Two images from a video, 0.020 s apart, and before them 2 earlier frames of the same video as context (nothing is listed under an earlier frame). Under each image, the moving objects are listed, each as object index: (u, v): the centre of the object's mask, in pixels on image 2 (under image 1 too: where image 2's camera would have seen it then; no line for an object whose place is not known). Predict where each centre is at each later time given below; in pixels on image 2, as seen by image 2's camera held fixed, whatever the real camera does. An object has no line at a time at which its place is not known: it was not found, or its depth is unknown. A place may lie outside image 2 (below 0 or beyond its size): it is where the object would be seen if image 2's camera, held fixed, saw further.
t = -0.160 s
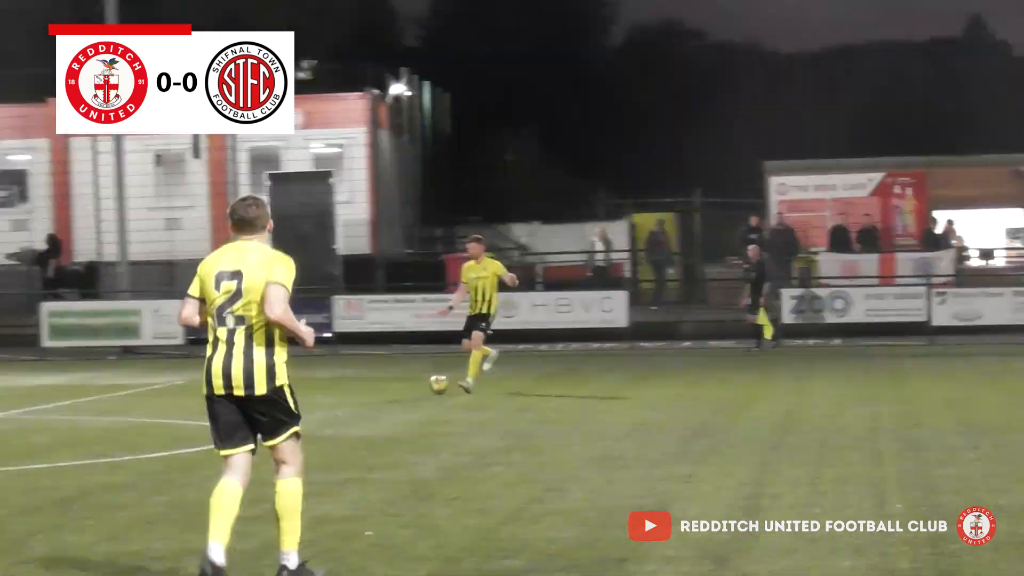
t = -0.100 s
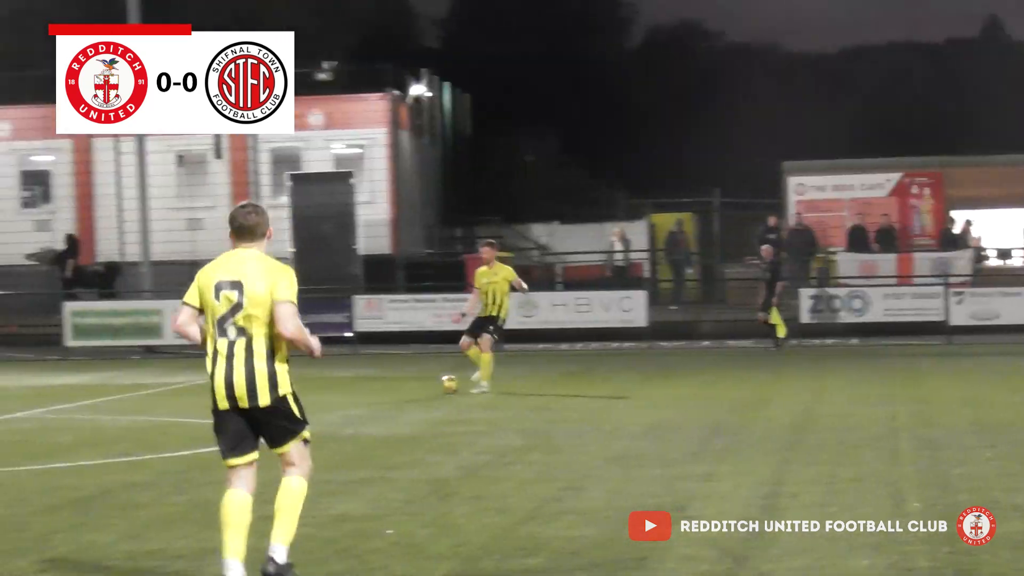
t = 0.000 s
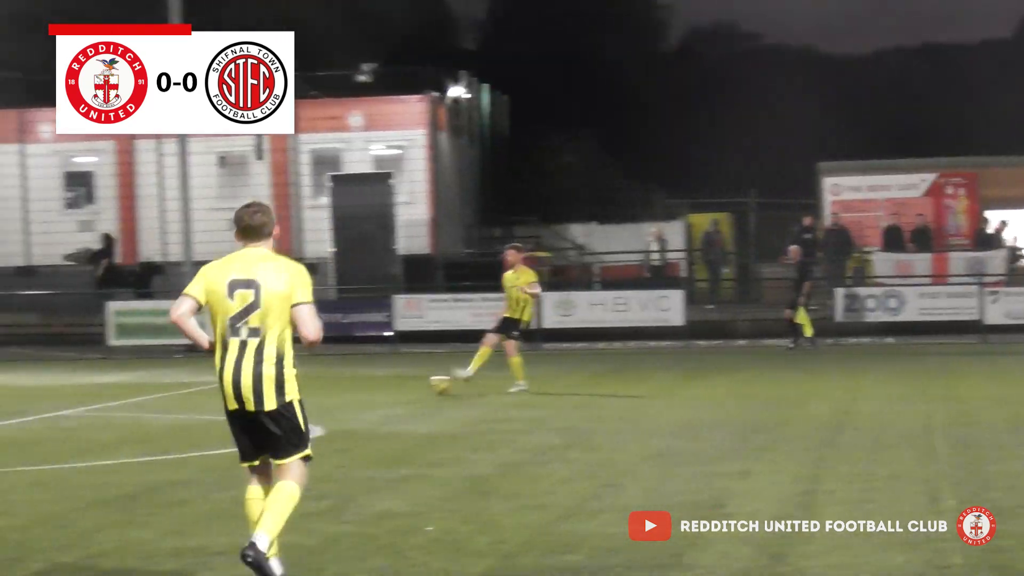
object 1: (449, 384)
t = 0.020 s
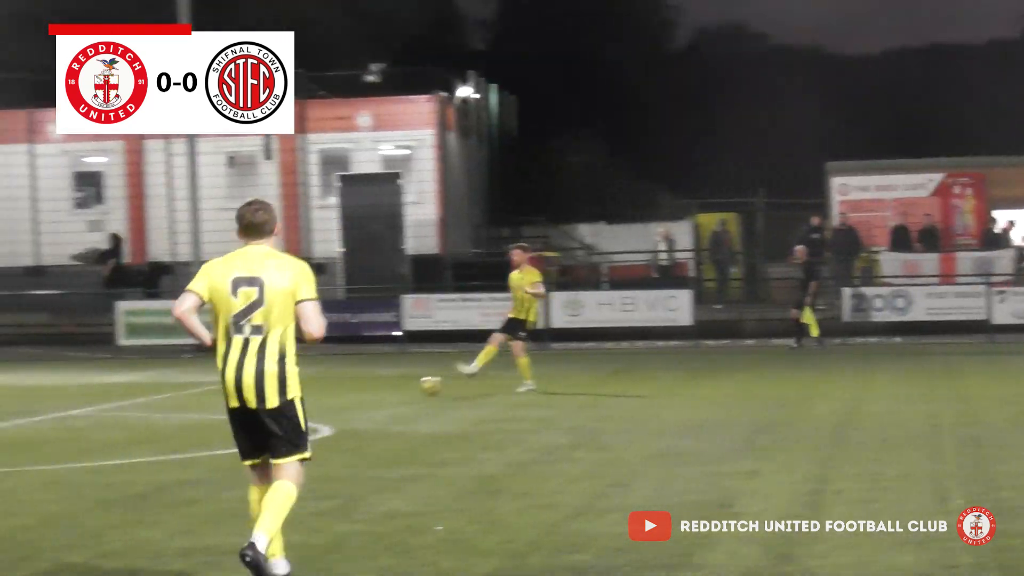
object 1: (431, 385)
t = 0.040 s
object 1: (412, 387)
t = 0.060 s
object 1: (395, 389)
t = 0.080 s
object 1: (377, 388)
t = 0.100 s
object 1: (360, 388)
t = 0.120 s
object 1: (343, 388)
